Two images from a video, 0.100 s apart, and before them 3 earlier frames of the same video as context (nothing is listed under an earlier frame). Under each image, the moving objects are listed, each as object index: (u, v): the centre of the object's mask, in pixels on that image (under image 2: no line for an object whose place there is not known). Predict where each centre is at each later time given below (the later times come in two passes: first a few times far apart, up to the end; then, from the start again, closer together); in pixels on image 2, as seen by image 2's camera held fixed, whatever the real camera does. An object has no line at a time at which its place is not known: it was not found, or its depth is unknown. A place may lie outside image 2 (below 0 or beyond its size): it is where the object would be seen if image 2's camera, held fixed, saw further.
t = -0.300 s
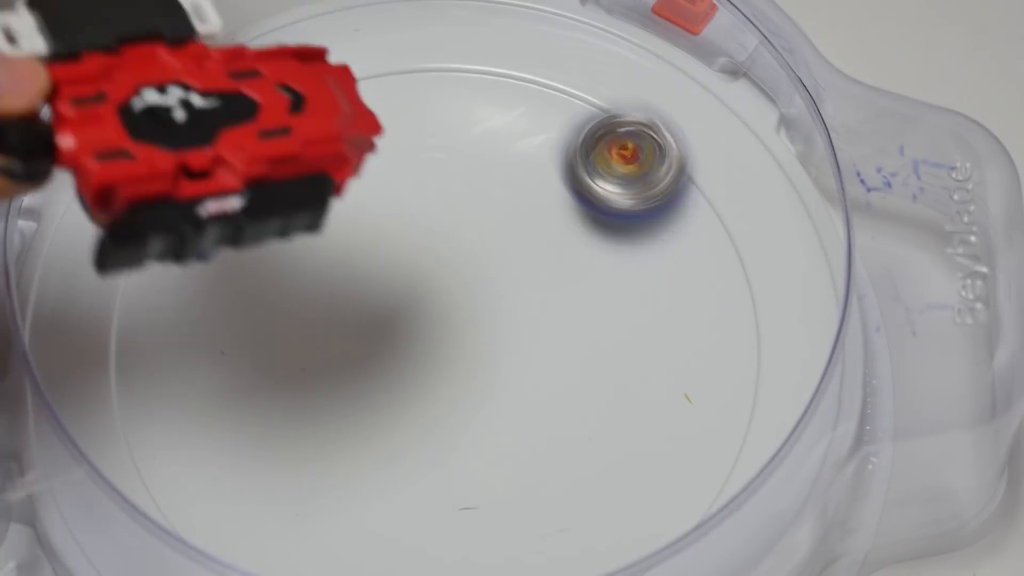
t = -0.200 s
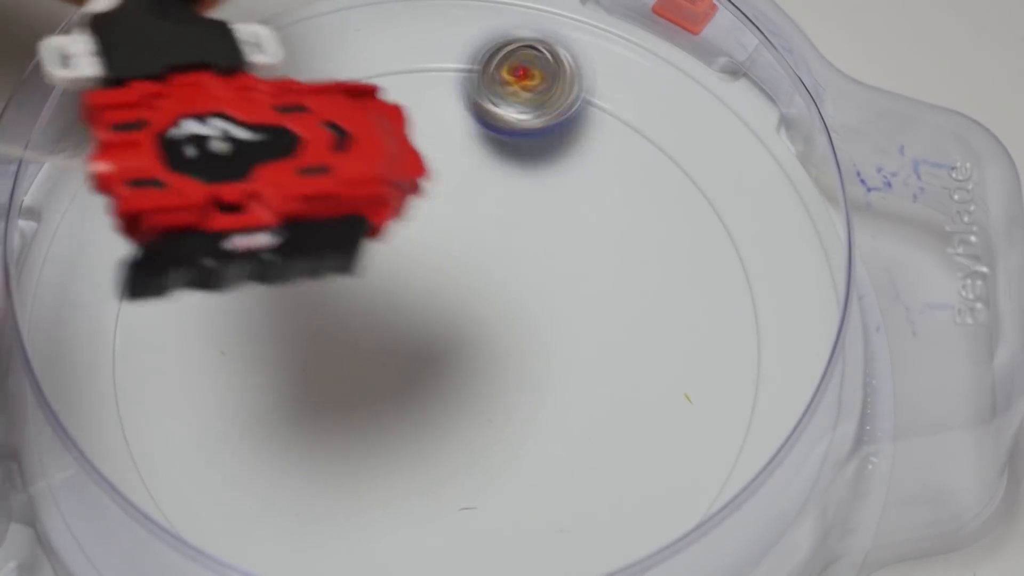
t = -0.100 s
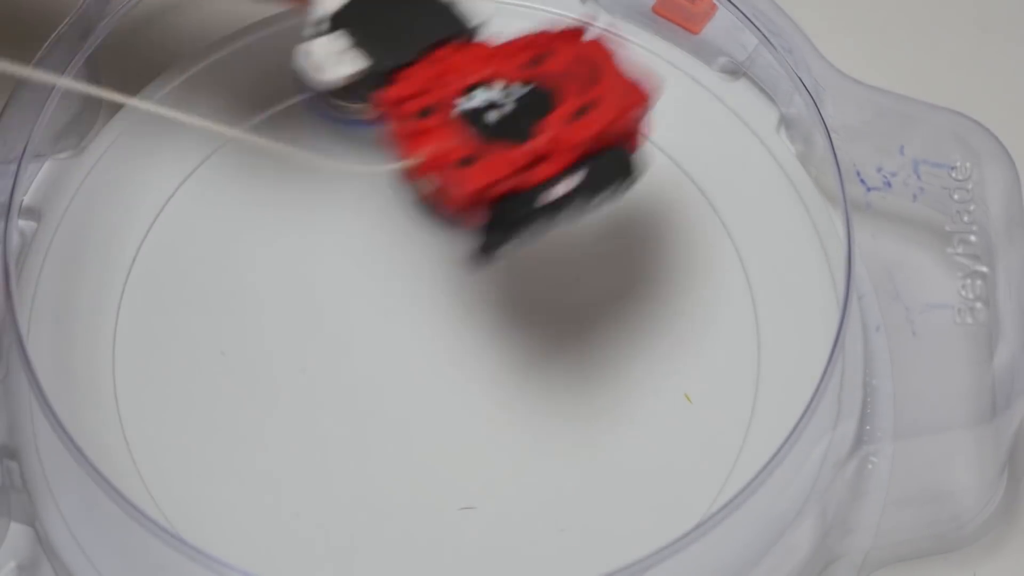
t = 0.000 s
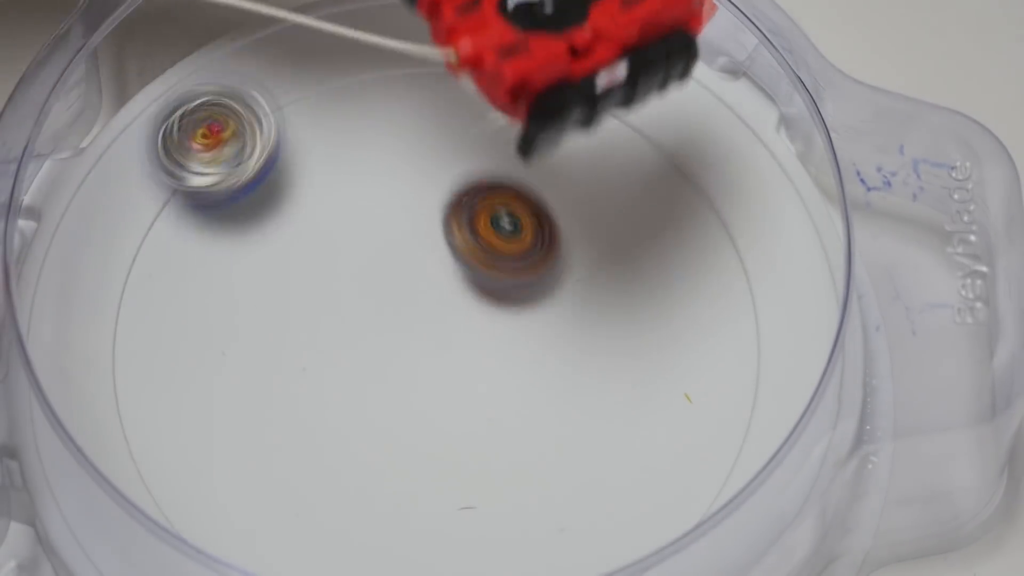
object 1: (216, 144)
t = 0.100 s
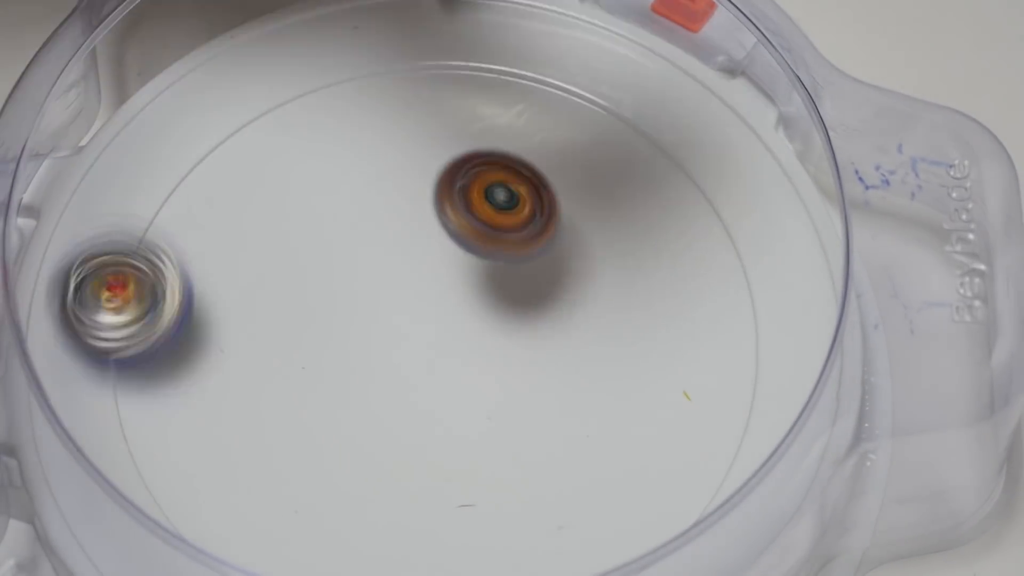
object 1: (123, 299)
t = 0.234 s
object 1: (255, 531)
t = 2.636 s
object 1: (459, 62)
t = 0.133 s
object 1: (125, 368)
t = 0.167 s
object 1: (148, 432)
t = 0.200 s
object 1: (192, 496)
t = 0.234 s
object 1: (255, 531)
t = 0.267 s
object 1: (335, 549)
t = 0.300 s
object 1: (430, 557)
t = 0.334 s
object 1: (525, 559)
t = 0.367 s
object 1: (617, 551)
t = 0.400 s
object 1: (692, 534)
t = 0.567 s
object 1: (811, 218)
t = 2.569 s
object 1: (536, 117)
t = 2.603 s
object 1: (498, 84)
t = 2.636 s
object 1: (459, 62)
